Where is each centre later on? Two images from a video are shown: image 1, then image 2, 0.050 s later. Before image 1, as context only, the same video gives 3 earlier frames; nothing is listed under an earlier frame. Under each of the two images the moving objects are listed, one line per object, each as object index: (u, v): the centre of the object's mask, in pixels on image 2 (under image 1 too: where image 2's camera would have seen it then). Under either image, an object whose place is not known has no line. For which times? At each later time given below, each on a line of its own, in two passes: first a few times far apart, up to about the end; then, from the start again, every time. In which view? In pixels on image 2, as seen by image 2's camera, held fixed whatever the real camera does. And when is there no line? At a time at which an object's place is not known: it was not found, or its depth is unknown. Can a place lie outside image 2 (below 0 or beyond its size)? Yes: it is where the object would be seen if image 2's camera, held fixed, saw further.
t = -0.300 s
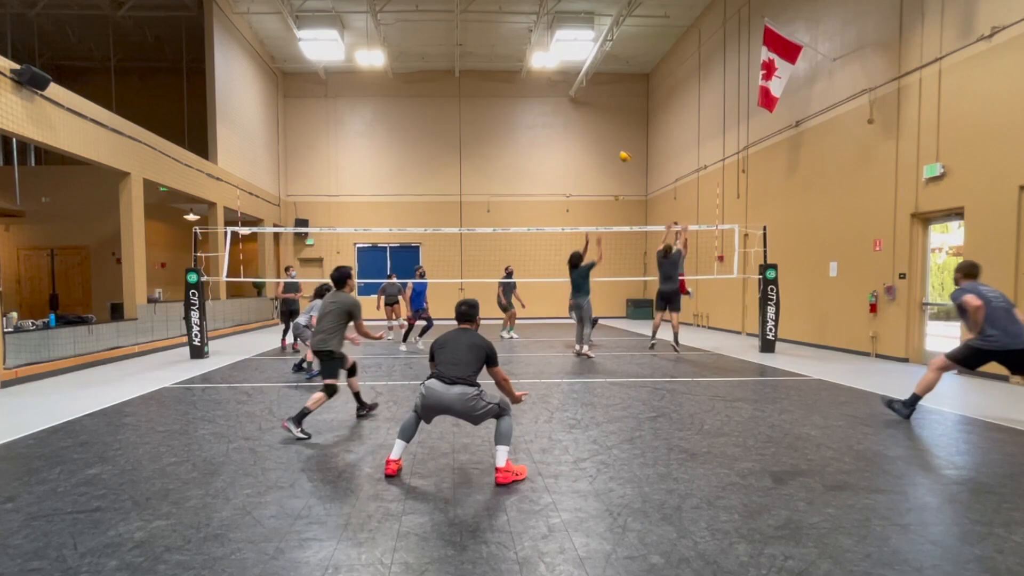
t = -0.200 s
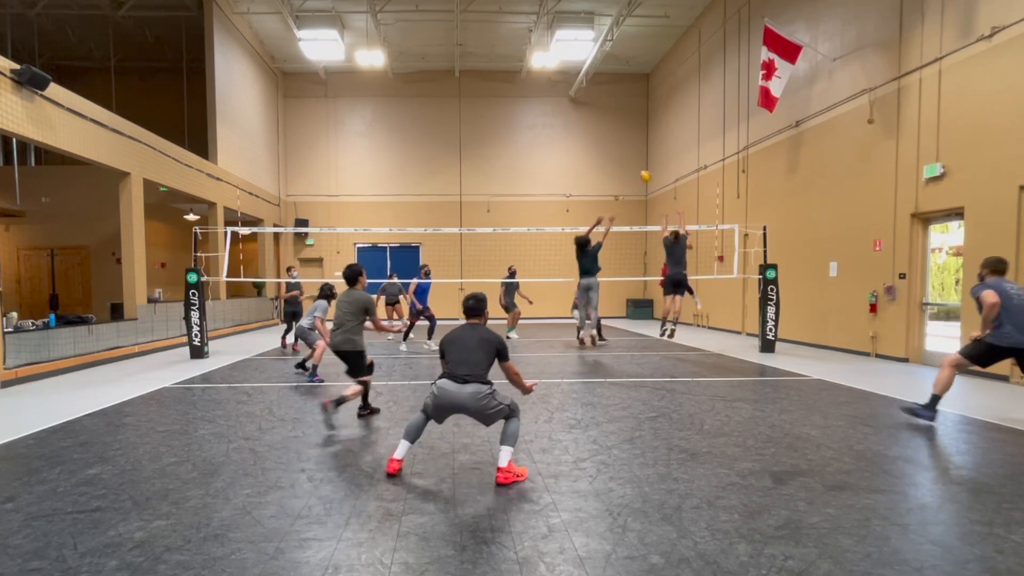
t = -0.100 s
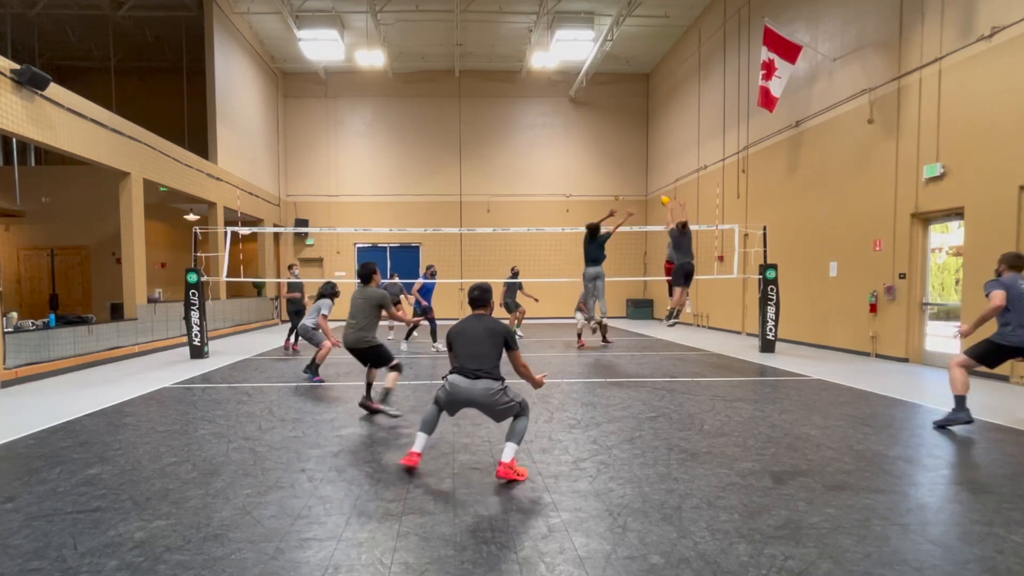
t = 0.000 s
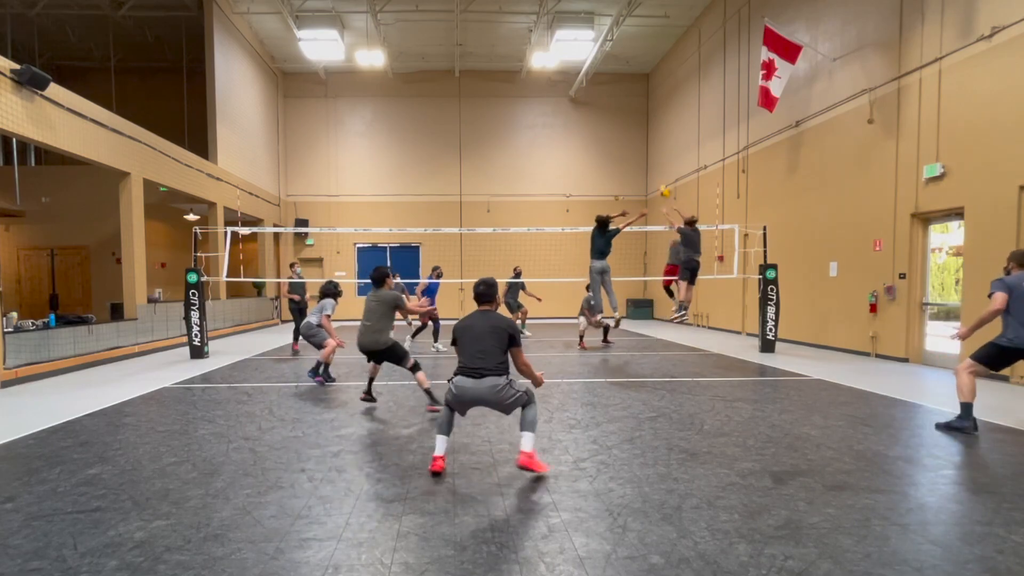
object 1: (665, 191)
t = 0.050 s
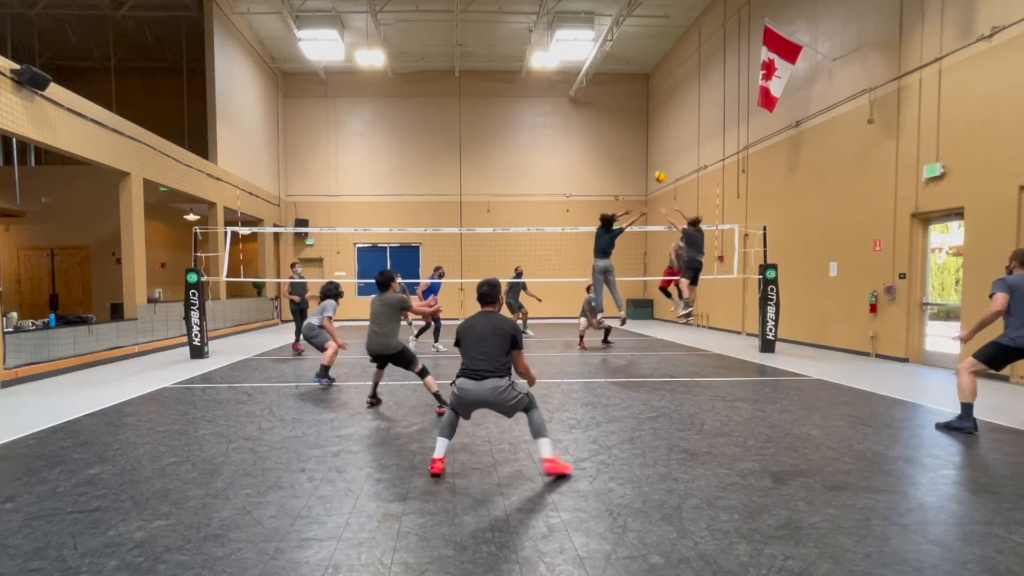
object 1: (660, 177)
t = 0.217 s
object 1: (643, 137)
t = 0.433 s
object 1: (620, 105)
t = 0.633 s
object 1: (599, 97)
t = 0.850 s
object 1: (575, 115)
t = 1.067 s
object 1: (550, 162)
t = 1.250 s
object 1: (528, 223)
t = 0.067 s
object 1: (658, 172)
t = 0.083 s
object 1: (657, 168)
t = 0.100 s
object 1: (655, 164)
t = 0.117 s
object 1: (653, 159)
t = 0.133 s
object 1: (652, 155)
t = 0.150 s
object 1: (650, 151)
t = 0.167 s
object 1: (648, 147)
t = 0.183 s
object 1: (646, 143)
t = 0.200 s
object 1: (644, 140)
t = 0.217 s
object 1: (643, 137)
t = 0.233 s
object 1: (641, 133)
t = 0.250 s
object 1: (639, 130)
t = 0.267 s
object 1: (638, 127)
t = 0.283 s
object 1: (636, 124)
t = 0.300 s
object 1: (634, 122)
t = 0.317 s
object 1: (633, 119)
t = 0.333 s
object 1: (631, 116)
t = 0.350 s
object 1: (629, 114)
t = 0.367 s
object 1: (628, 112)
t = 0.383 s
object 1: (626, 110)
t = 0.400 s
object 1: (624, 108)
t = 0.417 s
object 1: (622, 107)
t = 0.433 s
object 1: (620, 105)
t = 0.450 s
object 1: (619, 104)
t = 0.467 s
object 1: (617, 102)
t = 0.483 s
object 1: (615, 101)
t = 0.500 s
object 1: (613, 99)
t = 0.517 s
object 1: (611, 99)
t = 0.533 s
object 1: (609, 98)
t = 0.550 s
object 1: (607, 98)
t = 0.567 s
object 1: (606, 98)
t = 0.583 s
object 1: (604, 97)
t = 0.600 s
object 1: (602, 97)
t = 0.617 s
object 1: (600, 97)
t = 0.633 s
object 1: (599, 97)
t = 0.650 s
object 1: (596, 97)
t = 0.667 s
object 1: (595, 98)
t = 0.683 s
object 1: (593, 99)
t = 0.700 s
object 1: (591, 100)
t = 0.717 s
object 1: (590, 101)
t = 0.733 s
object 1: (588, 102)
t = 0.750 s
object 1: (586, 103)
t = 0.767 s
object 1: (584, 105)
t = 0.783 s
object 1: (582, 106)
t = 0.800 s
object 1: (580, 108)
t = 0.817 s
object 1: (578, 110)
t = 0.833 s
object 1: (577, 112)
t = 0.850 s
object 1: (575, 115)
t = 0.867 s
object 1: (573, 118)
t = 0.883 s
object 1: (570, 120)
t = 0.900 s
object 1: (569, 123)
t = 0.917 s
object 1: (567, 126)
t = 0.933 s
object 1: (565, 129)
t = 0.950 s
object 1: (563, 133)
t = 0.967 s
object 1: (561, 137)
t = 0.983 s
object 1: (559, 140)
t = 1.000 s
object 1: (558, 144)
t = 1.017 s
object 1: (556, 149)
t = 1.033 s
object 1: (554, 153)
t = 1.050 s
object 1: (552, 157)
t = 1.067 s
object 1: (550, 162)
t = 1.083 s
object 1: (548, 167)
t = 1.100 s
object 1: (546, 172)
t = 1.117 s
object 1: (544, 177)
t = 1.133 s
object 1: (542, 182)
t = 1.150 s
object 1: (541, 187)
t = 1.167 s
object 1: (539, 193)
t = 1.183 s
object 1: (536, 200)
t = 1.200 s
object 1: (535, 205)
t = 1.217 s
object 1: (533, 211)
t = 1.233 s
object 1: (531, 217)
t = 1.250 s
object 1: (528, 223)
